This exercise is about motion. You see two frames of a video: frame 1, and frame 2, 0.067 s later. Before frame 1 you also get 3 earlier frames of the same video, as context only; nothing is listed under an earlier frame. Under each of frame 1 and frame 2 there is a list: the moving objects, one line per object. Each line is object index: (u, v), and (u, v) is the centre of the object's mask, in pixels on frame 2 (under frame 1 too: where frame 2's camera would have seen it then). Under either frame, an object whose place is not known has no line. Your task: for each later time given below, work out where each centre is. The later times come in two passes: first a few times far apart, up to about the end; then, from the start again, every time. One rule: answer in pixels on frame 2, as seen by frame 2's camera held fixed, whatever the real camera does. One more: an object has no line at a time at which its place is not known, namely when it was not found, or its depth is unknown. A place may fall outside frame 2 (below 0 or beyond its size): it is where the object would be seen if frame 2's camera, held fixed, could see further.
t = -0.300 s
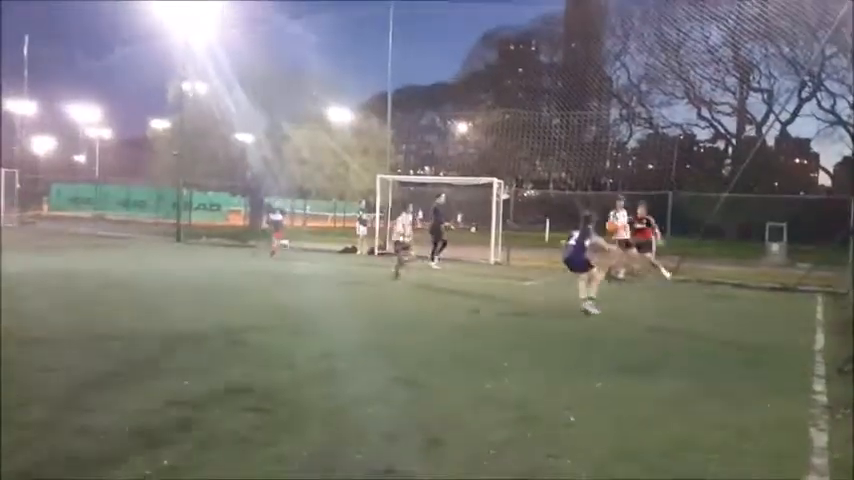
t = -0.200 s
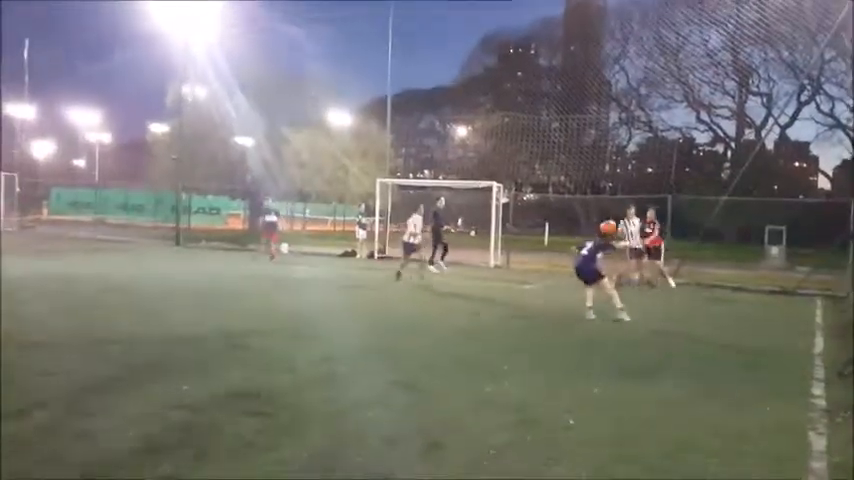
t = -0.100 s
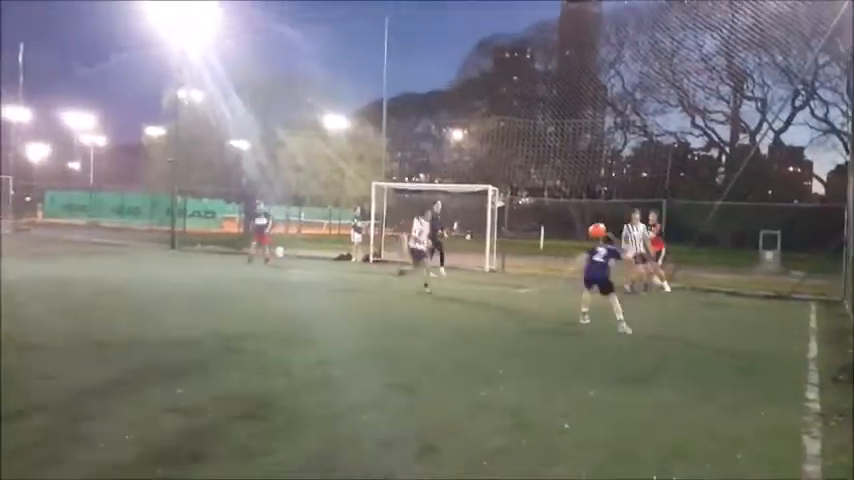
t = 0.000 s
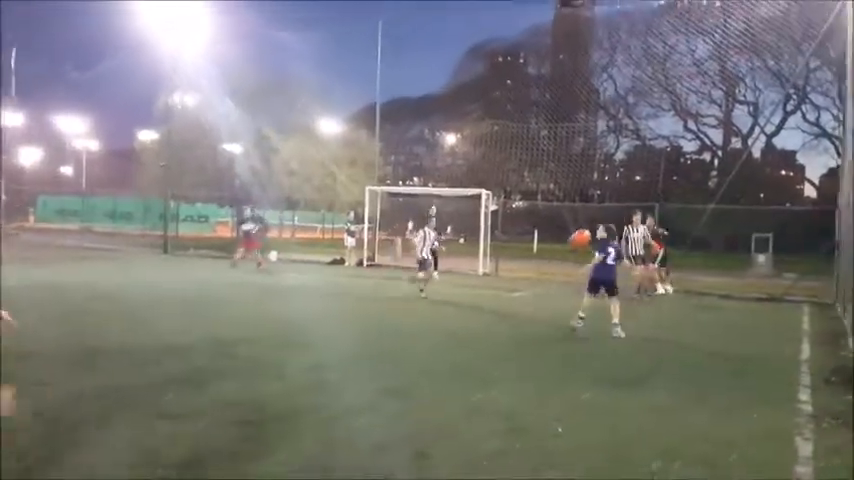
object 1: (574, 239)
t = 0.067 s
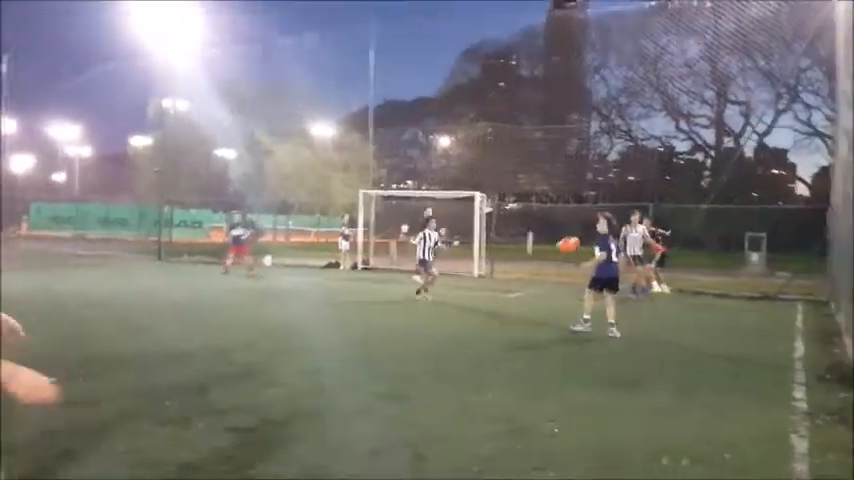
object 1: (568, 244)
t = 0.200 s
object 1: (550, 276)
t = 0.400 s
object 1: (507, 383)
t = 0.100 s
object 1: (565, 249)
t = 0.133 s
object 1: (560, 256)
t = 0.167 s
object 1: (556, 265)
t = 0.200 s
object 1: (550, 276)
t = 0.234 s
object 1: (545, 286)
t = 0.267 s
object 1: (539, 301)
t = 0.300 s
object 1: (532, 315)
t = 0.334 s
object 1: (525, 332)
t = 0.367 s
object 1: (517, 357)
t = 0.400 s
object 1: (507, 383)
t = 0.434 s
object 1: (499, 404)
